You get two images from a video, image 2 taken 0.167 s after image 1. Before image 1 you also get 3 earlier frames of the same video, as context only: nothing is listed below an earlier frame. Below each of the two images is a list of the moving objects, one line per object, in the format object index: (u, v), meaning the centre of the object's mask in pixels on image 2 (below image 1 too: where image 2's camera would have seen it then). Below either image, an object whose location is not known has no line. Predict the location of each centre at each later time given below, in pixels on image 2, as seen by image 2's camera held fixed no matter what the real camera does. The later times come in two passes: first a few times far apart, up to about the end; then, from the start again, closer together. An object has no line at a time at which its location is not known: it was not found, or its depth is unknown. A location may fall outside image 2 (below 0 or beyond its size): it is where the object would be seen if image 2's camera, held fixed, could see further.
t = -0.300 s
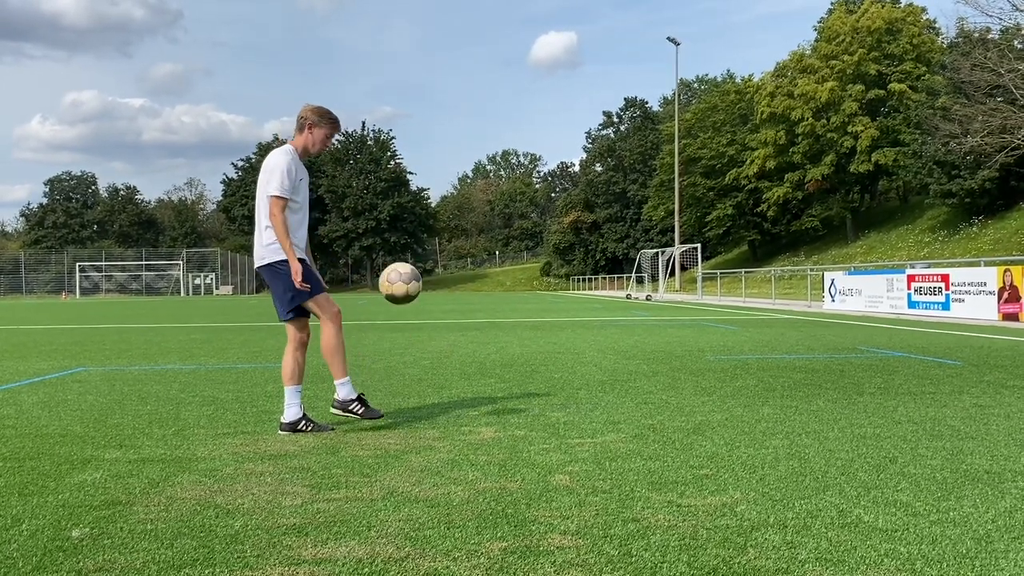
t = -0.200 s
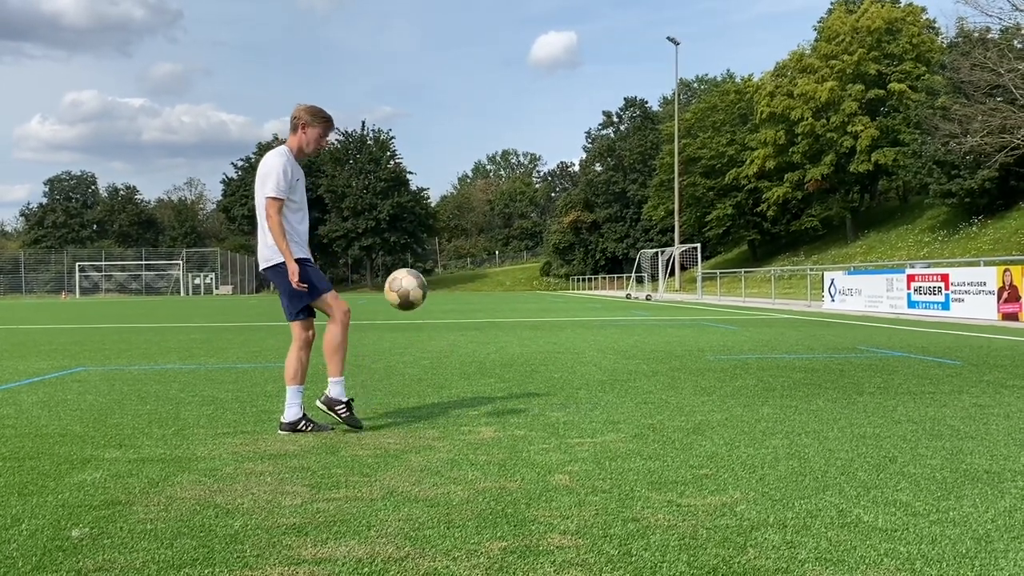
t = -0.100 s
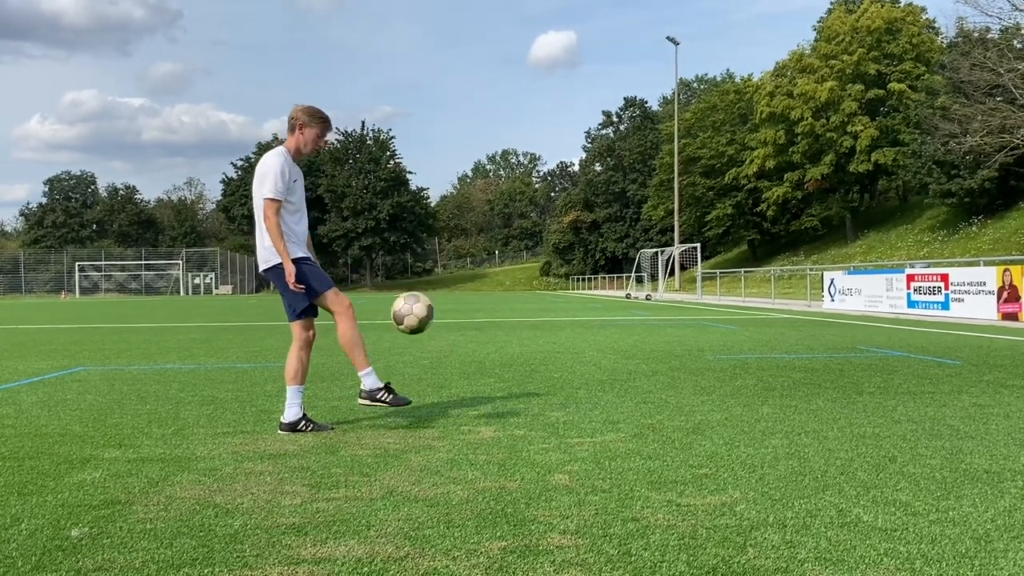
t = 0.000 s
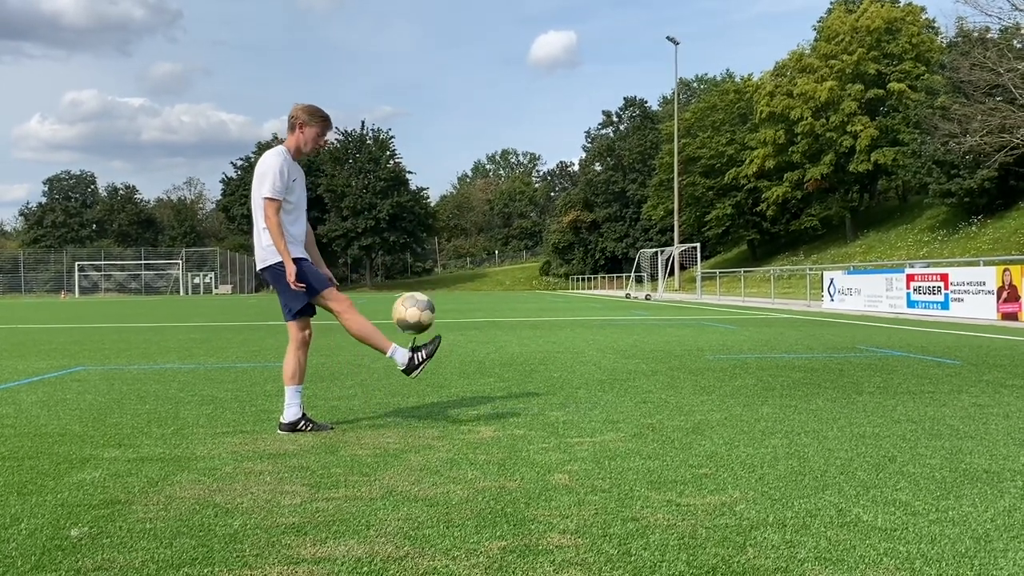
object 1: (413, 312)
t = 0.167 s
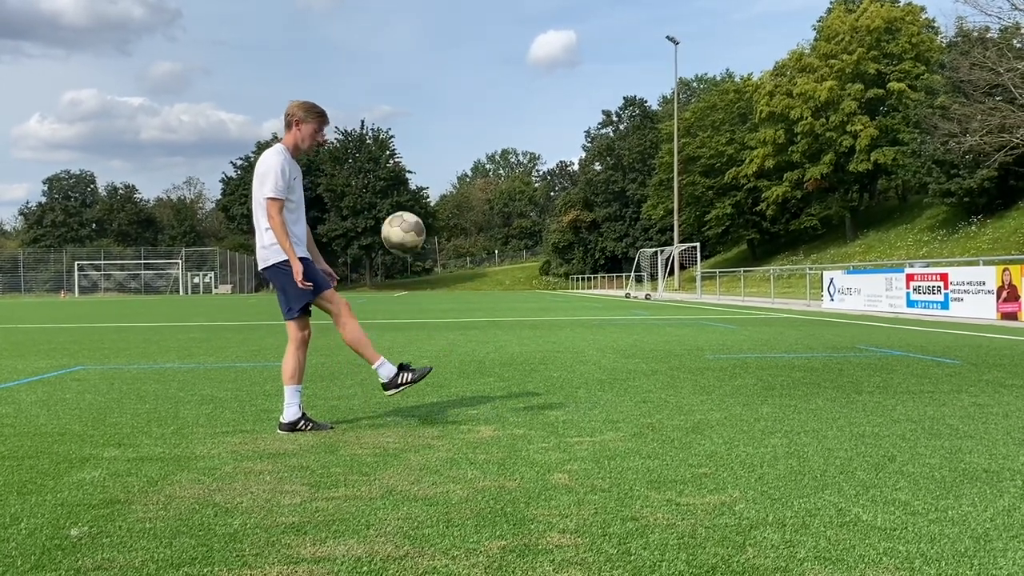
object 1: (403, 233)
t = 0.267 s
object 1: (398, 208)
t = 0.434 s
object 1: (387, 208)
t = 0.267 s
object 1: (398, 208)
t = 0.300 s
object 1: (396, 204)
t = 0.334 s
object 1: (394, 201)
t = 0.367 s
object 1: (392, 201)
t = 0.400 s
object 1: (389, 203)
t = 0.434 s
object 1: (387, 208)
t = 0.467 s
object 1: (386, 215)
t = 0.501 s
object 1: (385, 224)
